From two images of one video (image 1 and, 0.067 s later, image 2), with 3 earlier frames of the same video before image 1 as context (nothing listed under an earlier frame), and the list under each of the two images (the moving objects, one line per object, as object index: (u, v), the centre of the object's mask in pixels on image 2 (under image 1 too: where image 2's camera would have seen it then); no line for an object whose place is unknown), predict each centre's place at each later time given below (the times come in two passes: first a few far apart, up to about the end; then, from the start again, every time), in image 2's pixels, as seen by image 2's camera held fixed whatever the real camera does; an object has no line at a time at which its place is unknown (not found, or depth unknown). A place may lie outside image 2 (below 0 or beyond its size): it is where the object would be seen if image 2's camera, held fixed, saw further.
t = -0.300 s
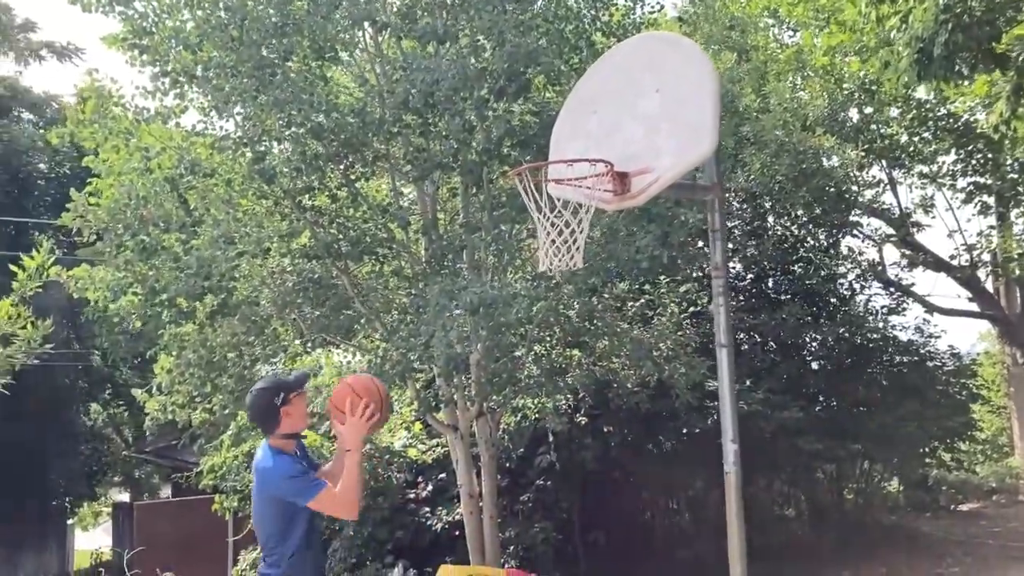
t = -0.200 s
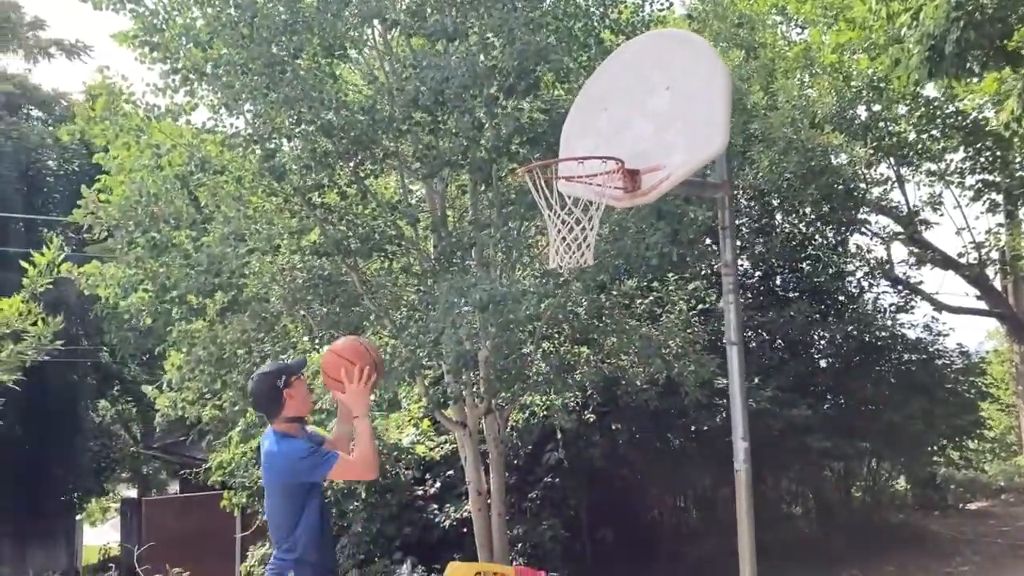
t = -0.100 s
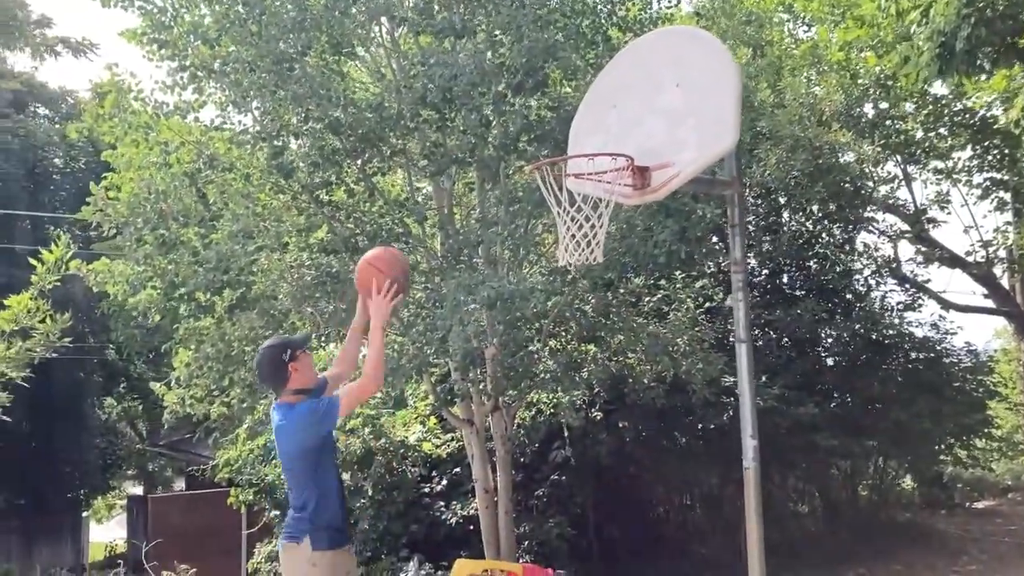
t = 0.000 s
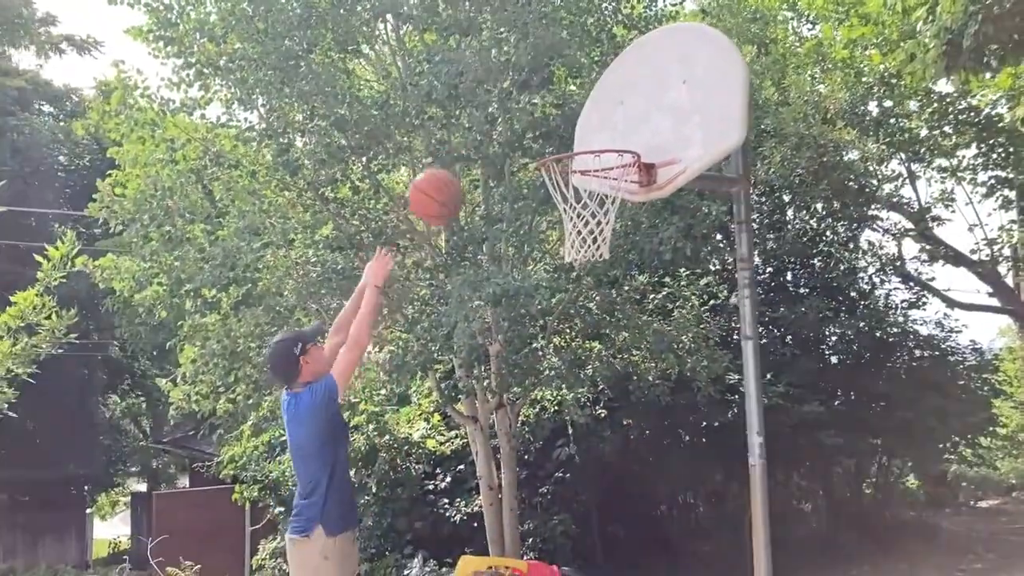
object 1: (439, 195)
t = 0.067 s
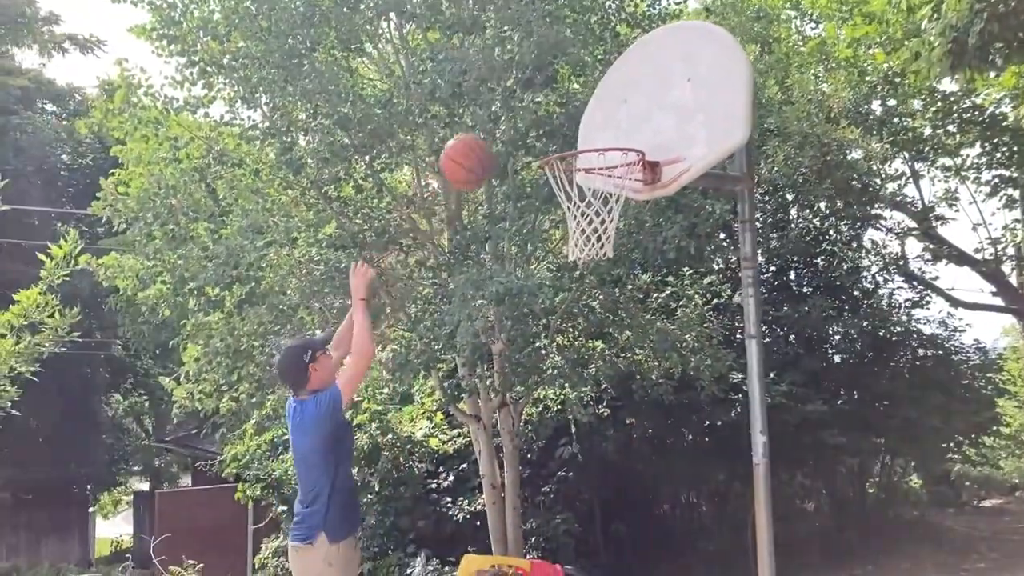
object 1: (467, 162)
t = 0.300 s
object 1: (554, 127)
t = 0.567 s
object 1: (584, 141)
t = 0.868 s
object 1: (528, 191)
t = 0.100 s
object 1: (481, 149)
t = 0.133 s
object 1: (493, 138)
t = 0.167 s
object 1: (506, 131)
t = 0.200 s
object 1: (519, 127)
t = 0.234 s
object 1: (530, 124)
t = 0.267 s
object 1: (542, 124)
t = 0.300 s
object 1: (554, 127)
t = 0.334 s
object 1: (565, 129)
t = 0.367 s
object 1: (576, 133)
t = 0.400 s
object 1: (588, 143)
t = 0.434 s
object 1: (596, 146)
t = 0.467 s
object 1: (601, 147)
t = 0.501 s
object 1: (599, 145)
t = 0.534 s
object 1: (592, 142)
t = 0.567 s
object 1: (584, 141)
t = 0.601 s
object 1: (577, 143)
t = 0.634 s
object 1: (568, 148)
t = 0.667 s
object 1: (561, 151)
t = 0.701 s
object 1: (556, 153)
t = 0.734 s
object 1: (550, 156)
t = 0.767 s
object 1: (539, 160)
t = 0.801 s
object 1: (534, 170)
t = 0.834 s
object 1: (530, 181)
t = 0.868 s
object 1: (528, 191)
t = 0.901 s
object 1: (524, 203)
